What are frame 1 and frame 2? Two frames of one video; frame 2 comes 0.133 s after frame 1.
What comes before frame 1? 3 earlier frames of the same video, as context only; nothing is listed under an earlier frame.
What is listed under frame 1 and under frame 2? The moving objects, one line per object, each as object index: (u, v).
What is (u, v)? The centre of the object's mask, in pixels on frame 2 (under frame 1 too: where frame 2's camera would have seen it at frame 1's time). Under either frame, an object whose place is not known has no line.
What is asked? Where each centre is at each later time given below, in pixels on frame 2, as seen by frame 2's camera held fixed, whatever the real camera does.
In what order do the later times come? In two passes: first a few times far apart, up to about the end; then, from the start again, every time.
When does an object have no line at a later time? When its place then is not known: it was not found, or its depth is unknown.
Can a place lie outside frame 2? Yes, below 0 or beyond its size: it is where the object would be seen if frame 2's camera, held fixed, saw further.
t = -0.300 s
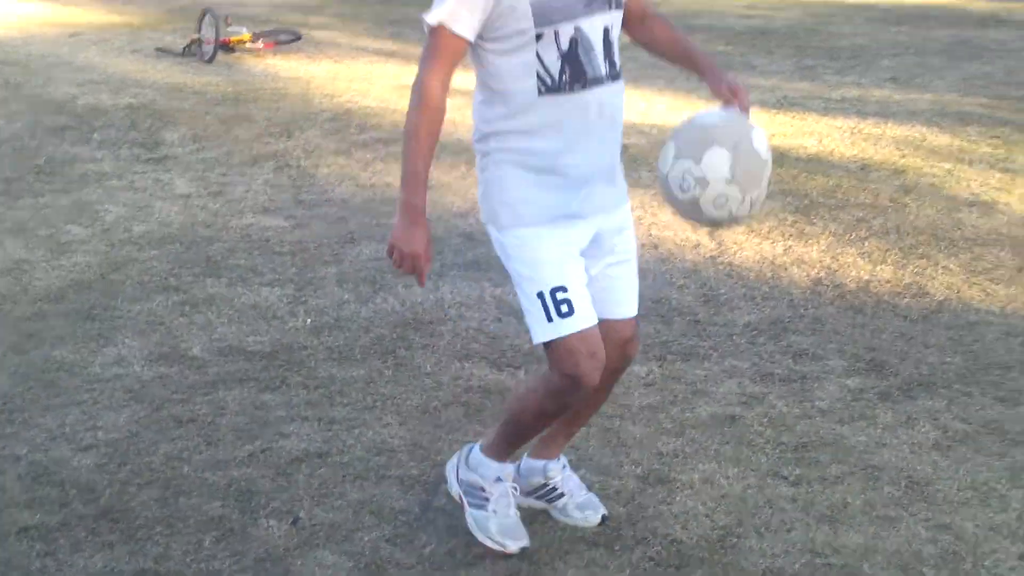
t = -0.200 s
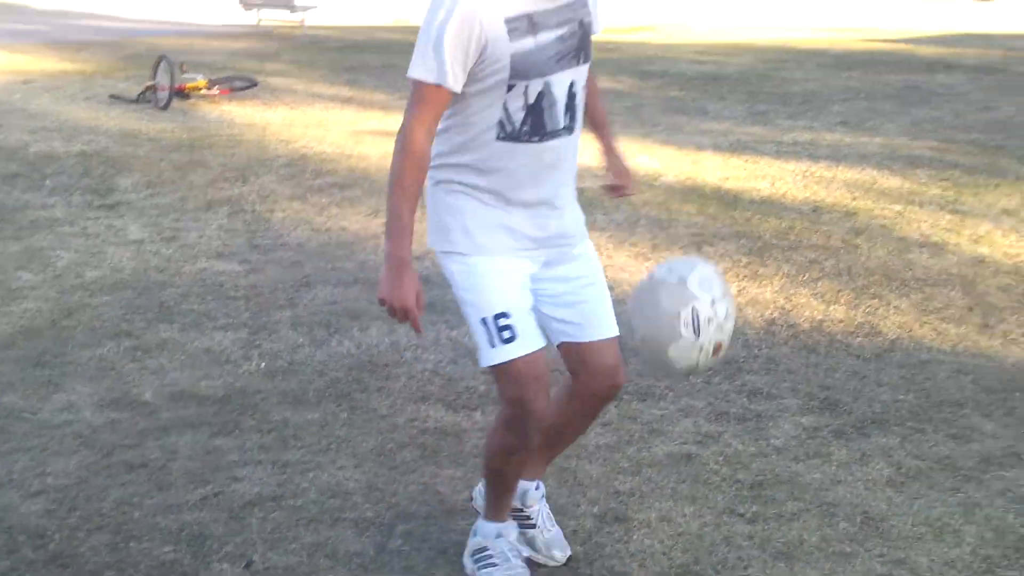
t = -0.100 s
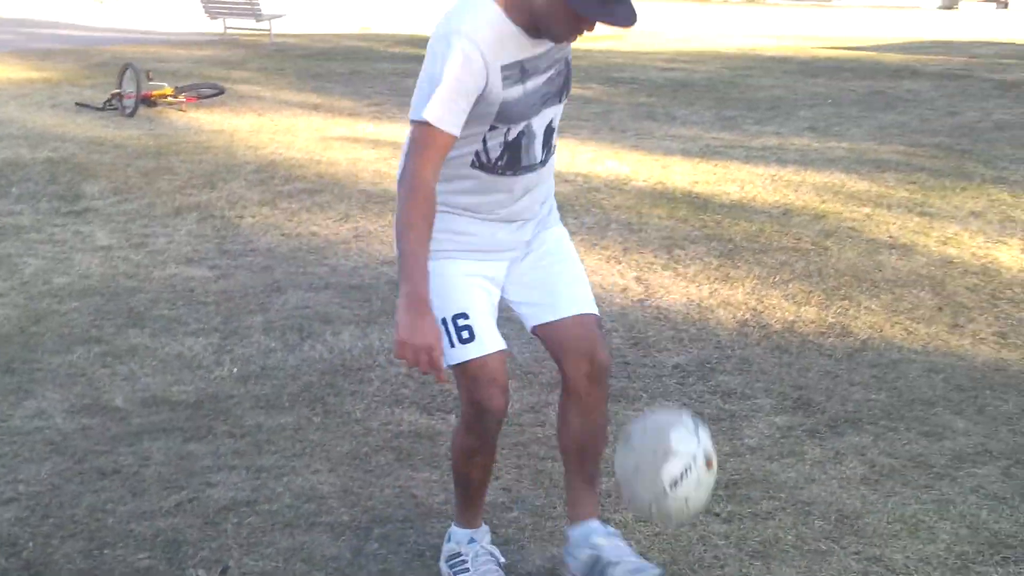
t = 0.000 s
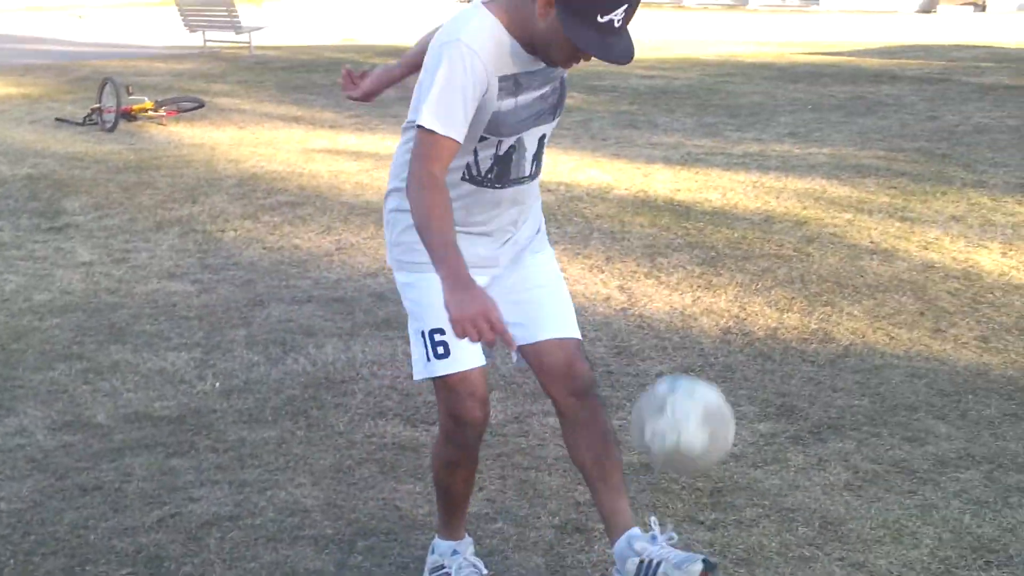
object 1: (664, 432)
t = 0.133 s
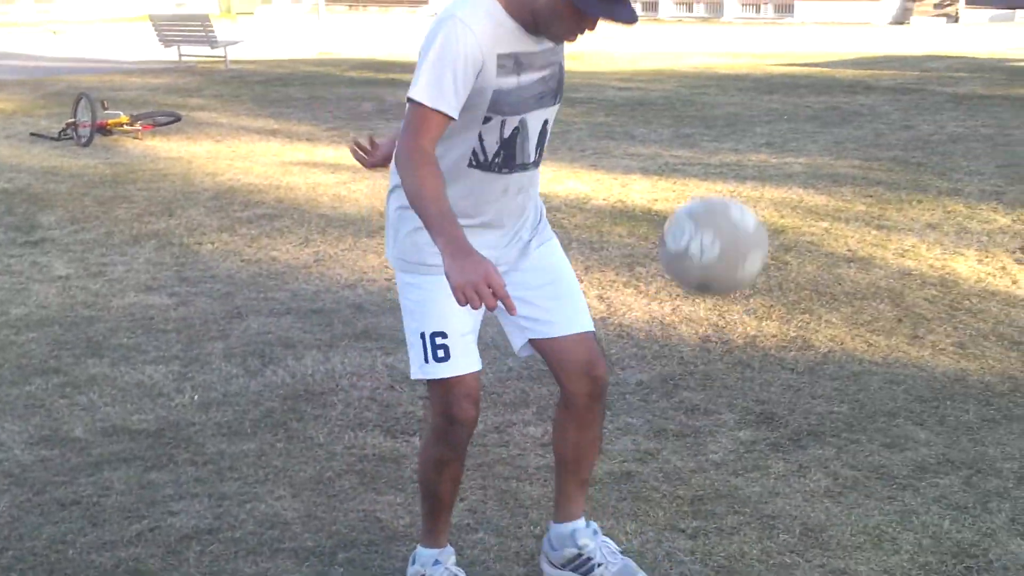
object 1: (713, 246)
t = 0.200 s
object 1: (741, 170)
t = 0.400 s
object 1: (822, 66)
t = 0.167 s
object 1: (730, 206)
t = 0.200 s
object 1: (741, 170)
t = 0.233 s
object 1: (754, 143)
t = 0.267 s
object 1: (767, 119)
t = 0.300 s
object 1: (779, 97)
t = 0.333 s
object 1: (793, 84)
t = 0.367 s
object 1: (807, 73)
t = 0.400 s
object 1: (822, 66)
